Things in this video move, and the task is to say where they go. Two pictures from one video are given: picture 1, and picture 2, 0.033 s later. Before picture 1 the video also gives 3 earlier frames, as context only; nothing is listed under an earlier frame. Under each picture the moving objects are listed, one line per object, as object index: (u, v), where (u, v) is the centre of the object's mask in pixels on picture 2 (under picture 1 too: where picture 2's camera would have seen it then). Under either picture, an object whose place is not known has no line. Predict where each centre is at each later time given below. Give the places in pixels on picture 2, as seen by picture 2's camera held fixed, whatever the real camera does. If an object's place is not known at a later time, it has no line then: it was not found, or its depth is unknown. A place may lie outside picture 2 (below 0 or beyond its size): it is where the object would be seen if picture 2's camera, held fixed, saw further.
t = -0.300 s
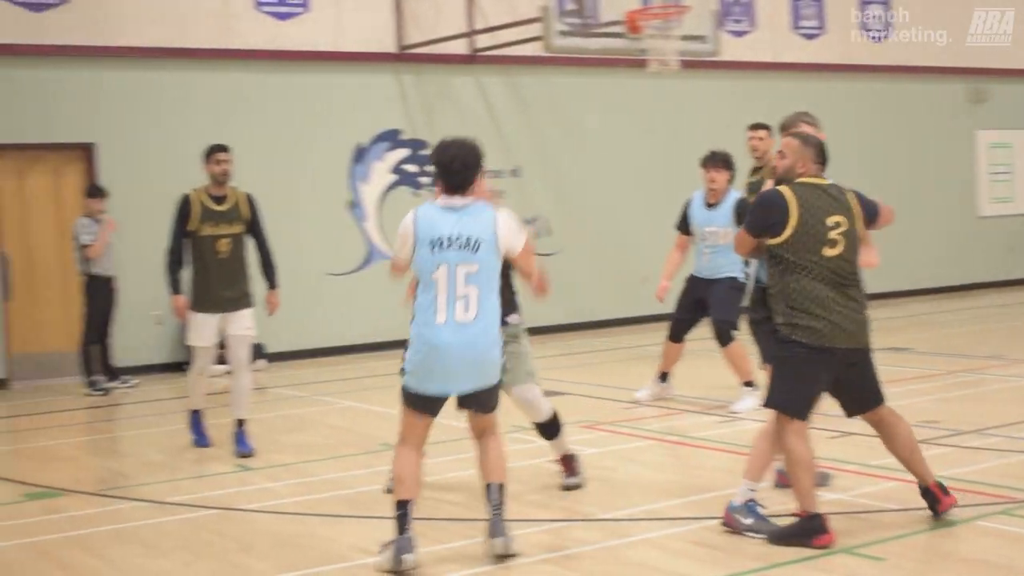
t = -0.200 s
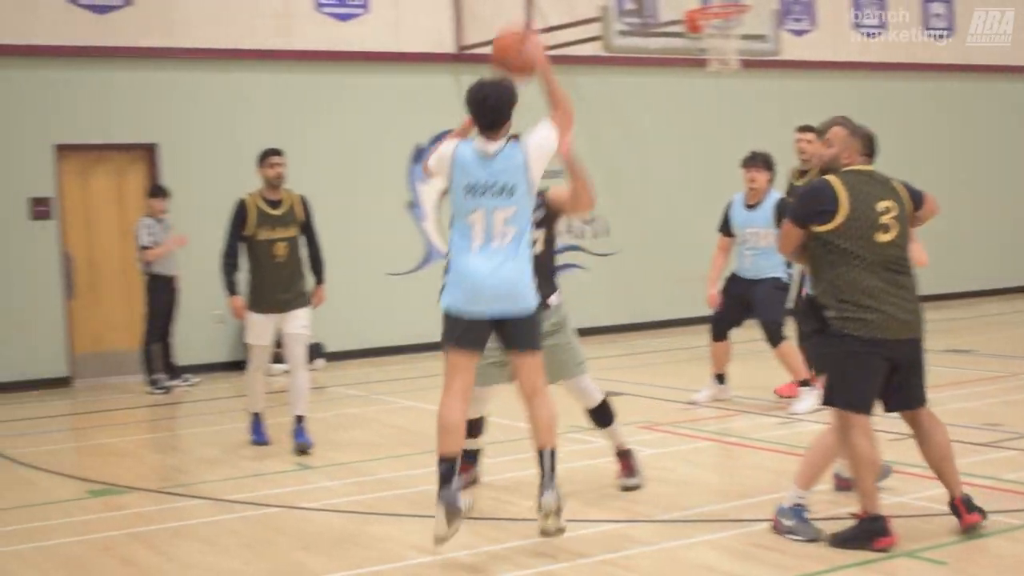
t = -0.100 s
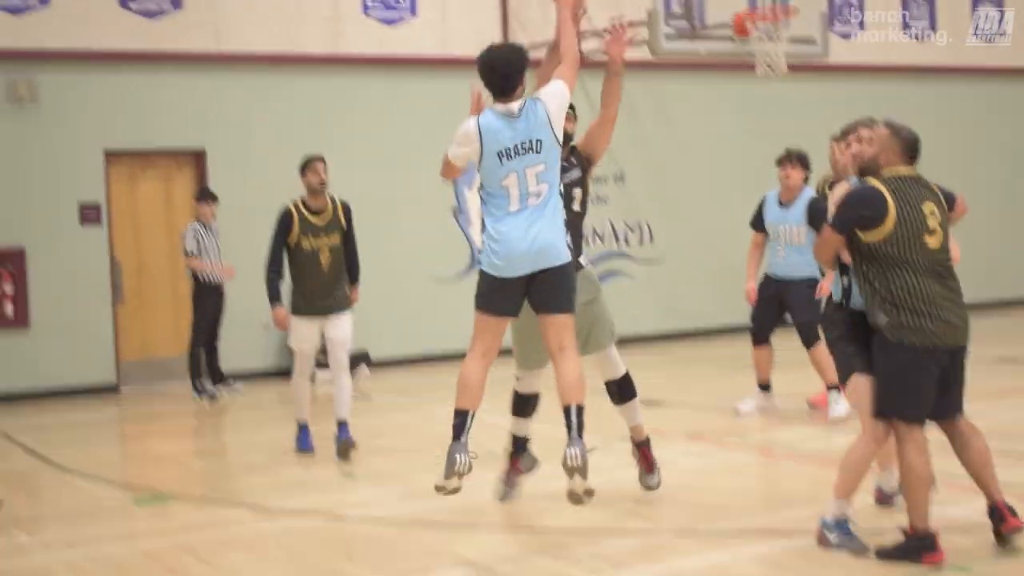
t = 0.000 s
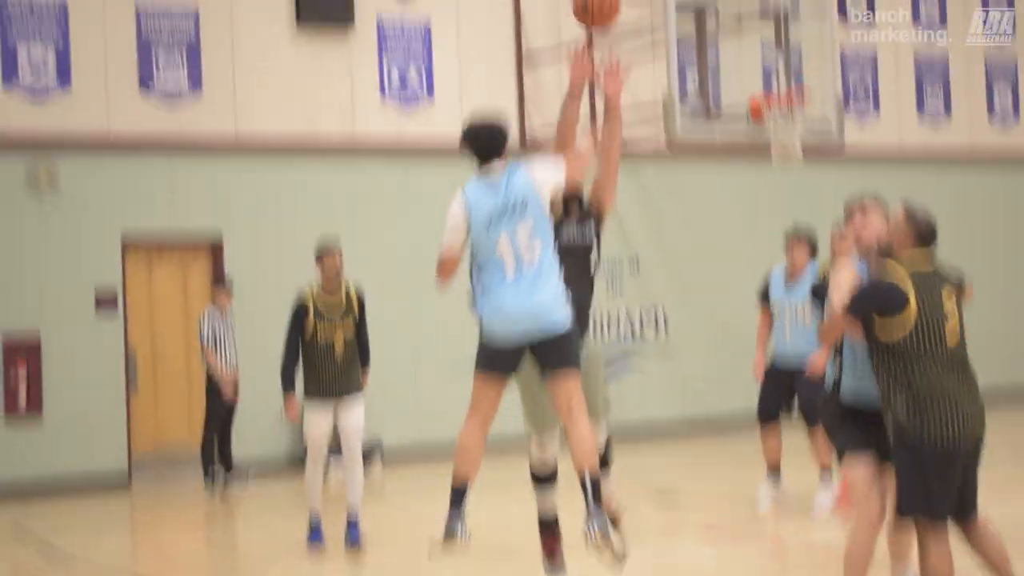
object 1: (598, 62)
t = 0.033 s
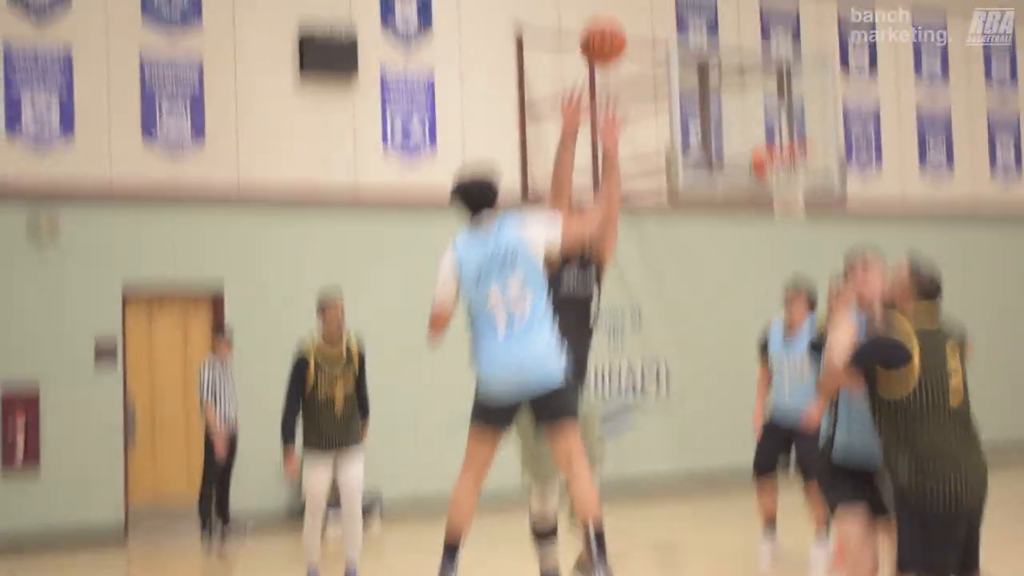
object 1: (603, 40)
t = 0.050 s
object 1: (604, 34)
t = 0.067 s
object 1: (606, 28)
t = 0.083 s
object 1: (609, 25)
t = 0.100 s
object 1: (611, 23)
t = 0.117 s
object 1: (613, 22)
